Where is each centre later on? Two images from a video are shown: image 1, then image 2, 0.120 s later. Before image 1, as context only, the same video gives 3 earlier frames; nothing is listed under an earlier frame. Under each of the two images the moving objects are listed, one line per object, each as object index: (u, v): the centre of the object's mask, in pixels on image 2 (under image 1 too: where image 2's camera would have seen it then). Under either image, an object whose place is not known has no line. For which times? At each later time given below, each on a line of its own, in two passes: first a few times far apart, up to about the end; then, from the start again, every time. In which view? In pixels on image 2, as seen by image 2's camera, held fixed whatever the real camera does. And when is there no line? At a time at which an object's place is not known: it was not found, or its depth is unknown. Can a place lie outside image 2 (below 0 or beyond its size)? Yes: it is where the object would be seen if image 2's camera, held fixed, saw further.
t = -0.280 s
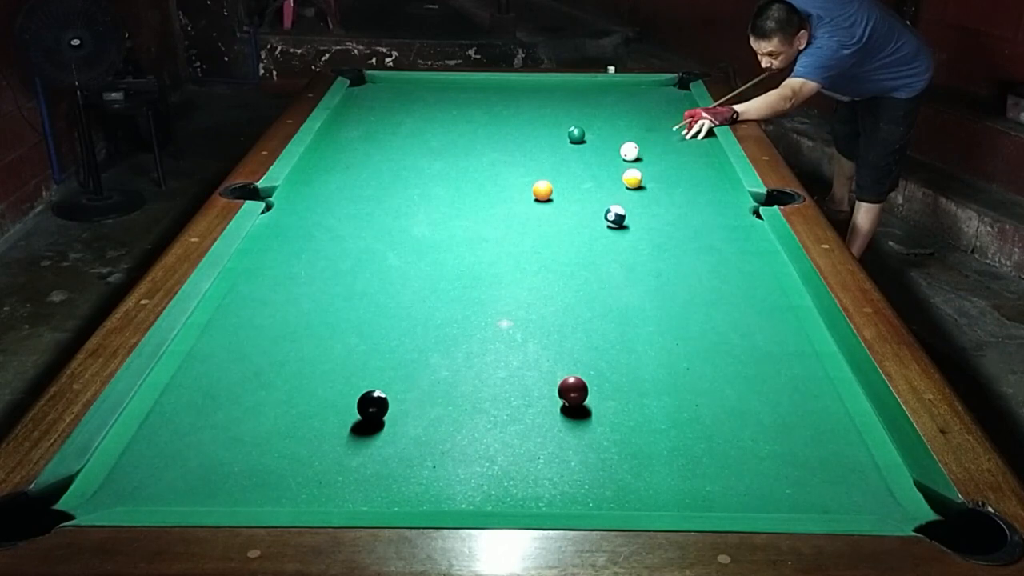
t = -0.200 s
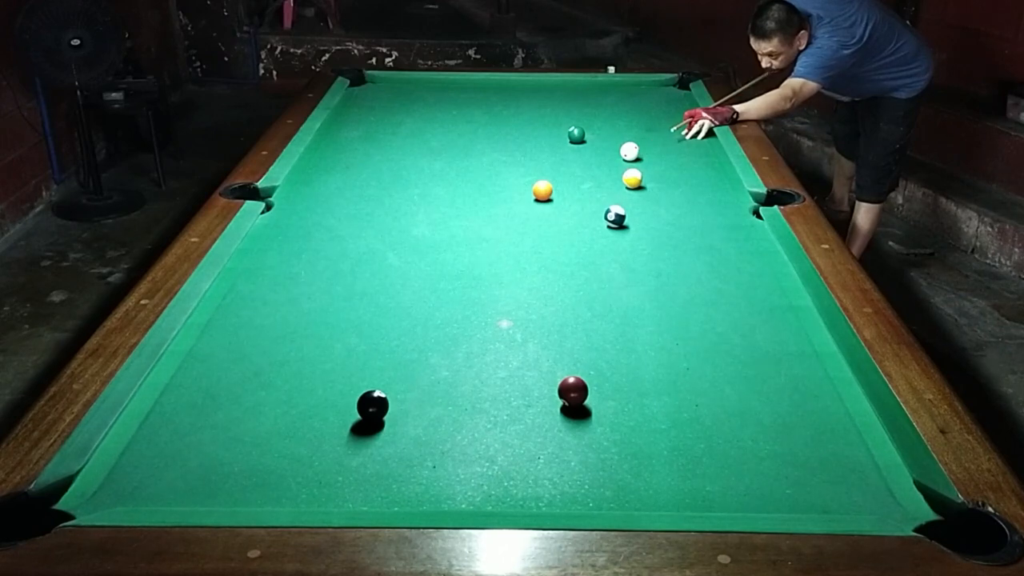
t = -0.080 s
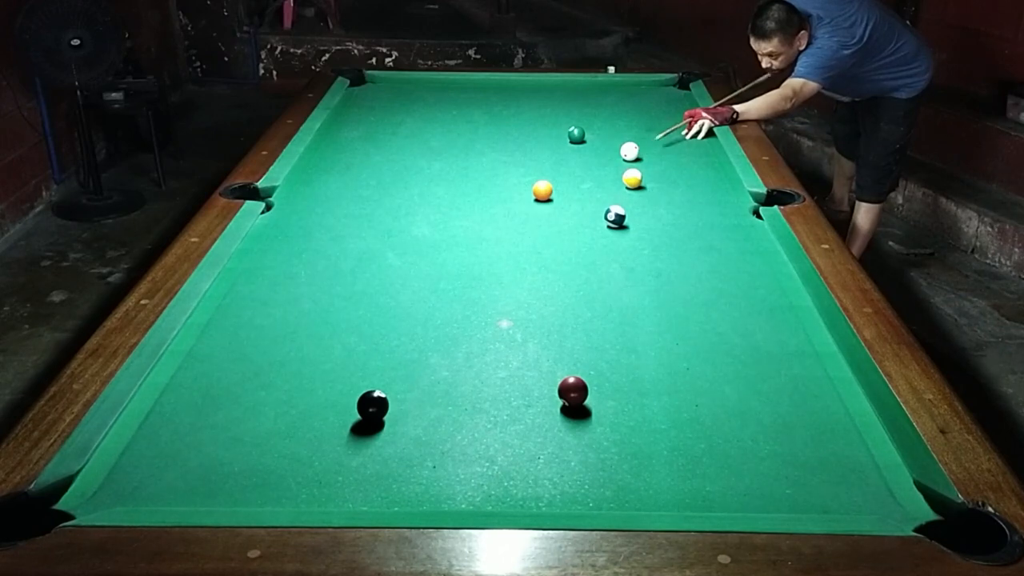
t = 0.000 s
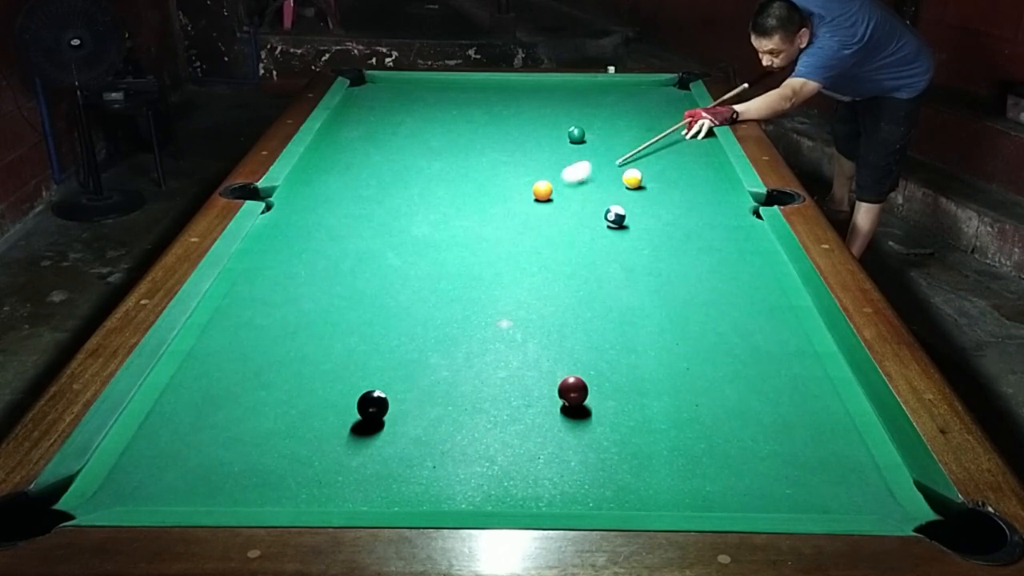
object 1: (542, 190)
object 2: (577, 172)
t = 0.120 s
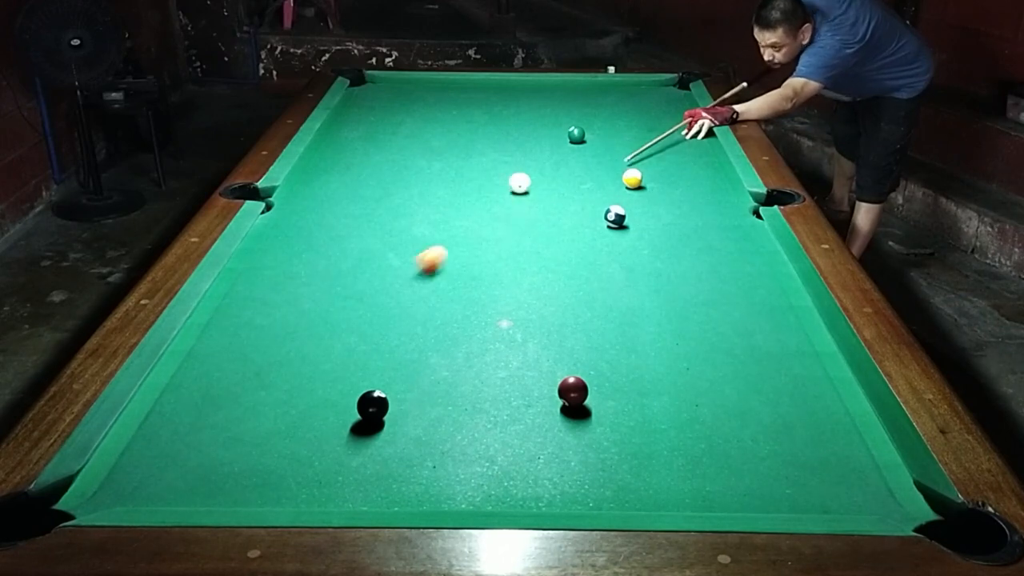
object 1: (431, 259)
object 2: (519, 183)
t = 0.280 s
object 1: (159, 429)
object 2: (470, 181)
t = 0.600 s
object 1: (163, 418)
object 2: (389, 178)
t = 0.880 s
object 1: (230, 367)
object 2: (328, 176)
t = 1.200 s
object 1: (290, 323)
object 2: (317, 174)
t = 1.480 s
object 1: (329, 296)
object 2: (341, 174)
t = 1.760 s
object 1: (358, 276)
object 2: (360, 174)
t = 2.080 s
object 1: (382, 259)
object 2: (375, 173)
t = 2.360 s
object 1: (397, 249)
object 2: (381, 173)
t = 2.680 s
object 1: (407, 243)
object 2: (383, 173)
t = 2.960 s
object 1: (407, 241)
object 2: (383, 173)
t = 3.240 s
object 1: (407, 242)
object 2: (383, 173)
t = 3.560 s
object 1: (407, 242)
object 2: (383, 173)
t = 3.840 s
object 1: (406, 242)
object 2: (383, 173)
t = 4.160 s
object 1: (407, 242)
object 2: (383, 173)
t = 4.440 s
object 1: (407, 242)
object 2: (383, 173)
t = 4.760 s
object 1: (407, 241)
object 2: (383, 173)
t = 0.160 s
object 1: (380, 292)
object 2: (508, 182)
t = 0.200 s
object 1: (296, 345)
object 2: (491, 182)
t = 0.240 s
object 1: (233, 384)
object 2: (480, 182)
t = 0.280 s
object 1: (159, 429)
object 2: (470, 181)
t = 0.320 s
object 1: (102, 475)
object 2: (459, 181)
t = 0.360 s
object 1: (106, 491)
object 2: (449, 180)
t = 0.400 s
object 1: (106, 468)
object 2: (438, 180)
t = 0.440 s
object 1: (114, 454)
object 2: (428, 179)
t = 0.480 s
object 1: (127, 445)
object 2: (418, 179)
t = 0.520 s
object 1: (139, 435)
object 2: (408, 178)
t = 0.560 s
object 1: (151, 427)
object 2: (399, 178)
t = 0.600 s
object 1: (163, 418)
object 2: (389, 178)
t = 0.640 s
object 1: (174, 410)
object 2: (380, 177)
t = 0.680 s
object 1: (184, 402)
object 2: (371, 177)
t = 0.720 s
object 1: (194, 394)
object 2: (362, 177)
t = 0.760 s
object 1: (204, 387)
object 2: (353, 176)
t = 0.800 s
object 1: (213, 380)
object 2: (345, 176)
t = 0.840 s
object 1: (221, 374)
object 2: (336, 176)
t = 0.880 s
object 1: (230, 367)
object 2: (328, 176)
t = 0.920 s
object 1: (238, 361)
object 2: (320, 175)
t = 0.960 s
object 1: (245, 356)
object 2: (312, 175)
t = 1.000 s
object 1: (253, 350)
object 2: (305, 175)
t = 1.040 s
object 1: (261, 344)
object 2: (298, 174)
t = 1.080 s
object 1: (268, 339)
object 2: (302, 174)
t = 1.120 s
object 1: (275, 335)
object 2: (307, 174)
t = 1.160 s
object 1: (281, 330)
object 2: (311, 174)
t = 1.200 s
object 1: (290, 323)
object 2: (317, 174)
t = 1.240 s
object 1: (297, 319)
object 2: (321, 174)
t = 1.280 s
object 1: (302, 315)
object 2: (324, 174)
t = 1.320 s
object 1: (308, 311)
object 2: (328, 174)
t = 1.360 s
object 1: (314, 307)
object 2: (331, 174)
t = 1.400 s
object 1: (319, 303)
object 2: (335, 174)
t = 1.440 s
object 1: (324, 300)
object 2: (338, 174)
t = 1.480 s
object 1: (329, 296)
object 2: (341, 174)
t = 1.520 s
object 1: (334, 293)
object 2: (344, 174)
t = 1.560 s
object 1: (338, 290)
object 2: (347, 174)
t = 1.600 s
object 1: (342, 287)
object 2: (350, 174)
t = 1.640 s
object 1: (347, 284)
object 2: (353, 174)
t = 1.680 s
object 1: (350, 281)
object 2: (356, 174)
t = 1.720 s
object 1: (354, 278)
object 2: (358, 174)
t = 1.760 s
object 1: (358, 276)
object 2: (360, 174)
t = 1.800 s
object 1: (361, 273)
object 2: (362, 174)
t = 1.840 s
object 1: (365, 271)
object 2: (364, 174)
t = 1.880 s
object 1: (368, 269)
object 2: (366, 174)
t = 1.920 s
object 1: (371, 266)
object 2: (368, 173)
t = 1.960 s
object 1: (374, 264)
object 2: (370, 173)
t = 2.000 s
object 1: (377, 262)
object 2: (372, 173)
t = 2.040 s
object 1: (380, 261)
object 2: (373, 173)
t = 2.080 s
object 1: (382, 259)
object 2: (375, 173)
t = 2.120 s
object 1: (384, 258)
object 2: (376, 173)
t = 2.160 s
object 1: (387, 256)
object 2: (377, 173)
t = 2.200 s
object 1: (390, 254)
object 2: (379, 173)
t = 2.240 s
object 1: (392, 253)
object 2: (380, 173)
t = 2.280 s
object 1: (394, 252)
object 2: (380, 173)
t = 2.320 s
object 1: (396, 250)
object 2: (381, 173)
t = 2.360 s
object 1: (397, 249)
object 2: (381, 173)
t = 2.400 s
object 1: (400, 248)
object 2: (382, 173)
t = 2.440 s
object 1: (400, 248)
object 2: (382, 173)
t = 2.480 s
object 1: (402, 246)
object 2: (383, 173)
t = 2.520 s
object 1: (404, 245)
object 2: (383, 173)
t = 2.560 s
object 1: (405, 244)
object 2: (383, 173)
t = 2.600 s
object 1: (405, 244)
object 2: (383, 173)
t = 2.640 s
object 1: (406, 243)
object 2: (383, 173)
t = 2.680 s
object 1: (407, 243)
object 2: (383, 173)
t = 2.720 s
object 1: (407, 242)
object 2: (383, 173)
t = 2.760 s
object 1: (407, 242)
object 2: (383, 173)
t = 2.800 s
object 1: (407, 242)
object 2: (383, 173)
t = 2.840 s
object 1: (407, 241)
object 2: (383, 173)
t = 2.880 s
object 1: (407, 241)
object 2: (383, 173)
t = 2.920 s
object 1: (407, 241)
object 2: (383, 173)
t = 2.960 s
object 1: (407, 241)
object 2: (383, 173)
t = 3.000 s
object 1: (406, 241)
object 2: (383, 173)
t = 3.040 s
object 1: (407, 241)
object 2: (383, 173)
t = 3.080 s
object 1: (407, 241)
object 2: (383, 173)
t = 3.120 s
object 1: (406, 242)
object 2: (383, 173)
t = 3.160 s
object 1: (406, 242)
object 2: (383, 173)
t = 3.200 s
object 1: (406, 242)
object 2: (383, 173)
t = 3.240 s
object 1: (407, 242)
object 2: (383, 173)
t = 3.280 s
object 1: (407, 242)
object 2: (383, 173)
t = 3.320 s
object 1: (407, 242)
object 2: (383, 173)
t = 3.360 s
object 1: (407, 242)
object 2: (383, 173)
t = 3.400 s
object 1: (407, 242)
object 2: (383, 173)
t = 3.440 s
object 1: (407, 242)
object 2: (383, 173)
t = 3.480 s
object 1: (407, 242)
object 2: (383, 173)
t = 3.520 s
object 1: (407, 242)
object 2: (383, 173)
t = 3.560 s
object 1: (407, 242)
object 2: (383, 173)
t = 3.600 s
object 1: (407, 242)
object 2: (383, 173)
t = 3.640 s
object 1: (407, 242)
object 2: (383, 173)
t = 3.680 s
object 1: (407, 242)
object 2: (383, 173)
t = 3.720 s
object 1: (407, 242)
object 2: (383, 173)
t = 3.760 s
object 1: (407, 242)
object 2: (383, 173)
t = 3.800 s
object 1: (407, 242)
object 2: (383, 173)
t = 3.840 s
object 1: (406, 242)
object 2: (383, 173)
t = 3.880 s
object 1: (407, 242)
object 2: (383, 173)
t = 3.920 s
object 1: (407, 242)
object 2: (383, 173)
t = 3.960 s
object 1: (407, 242)
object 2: (383, 173)
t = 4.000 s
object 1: (407, 242)
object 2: (383, 173)
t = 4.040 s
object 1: (407, 242)
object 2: (383, 173)
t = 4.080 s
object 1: (407, 242)
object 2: (383, 173)
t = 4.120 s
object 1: (407, 242)
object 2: (383, 173)
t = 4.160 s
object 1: (407, 242)
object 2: (383, 173)
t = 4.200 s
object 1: (407, 242)
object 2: (383, 173)
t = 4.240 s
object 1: (407, 242)
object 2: (383, 173)
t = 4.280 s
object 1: (407, 242)
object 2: (383, 173)
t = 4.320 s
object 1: (407, 242)
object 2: (383, 173)
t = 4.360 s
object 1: (406, 242)
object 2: (383, 173)
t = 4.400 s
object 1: (407, 241)
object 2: (383, 173)
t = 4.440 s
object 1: (407, 242)
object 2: (383, 173)
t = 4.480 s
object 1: (407, 242)
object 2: (383, 173)
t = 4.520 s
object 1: (407, 241)
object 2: (383, 173)
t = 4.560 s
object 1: (407, 241)
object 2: (383, 173)
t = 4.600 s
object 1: (406, 242)
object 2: (383, 173)
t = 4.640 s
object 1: (407, 242)
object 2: (383, 173)
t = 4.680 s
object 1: (407, 241)
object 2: (383, 173)
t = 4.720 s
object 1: (407, 242)
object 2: (383, 173)
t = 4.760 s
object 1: (407, 241)
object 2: (383, 173)
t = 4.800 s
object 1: (406, 241)
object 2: (383, 173)
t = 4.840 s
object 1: (406, 241)
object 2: (383, 173)
